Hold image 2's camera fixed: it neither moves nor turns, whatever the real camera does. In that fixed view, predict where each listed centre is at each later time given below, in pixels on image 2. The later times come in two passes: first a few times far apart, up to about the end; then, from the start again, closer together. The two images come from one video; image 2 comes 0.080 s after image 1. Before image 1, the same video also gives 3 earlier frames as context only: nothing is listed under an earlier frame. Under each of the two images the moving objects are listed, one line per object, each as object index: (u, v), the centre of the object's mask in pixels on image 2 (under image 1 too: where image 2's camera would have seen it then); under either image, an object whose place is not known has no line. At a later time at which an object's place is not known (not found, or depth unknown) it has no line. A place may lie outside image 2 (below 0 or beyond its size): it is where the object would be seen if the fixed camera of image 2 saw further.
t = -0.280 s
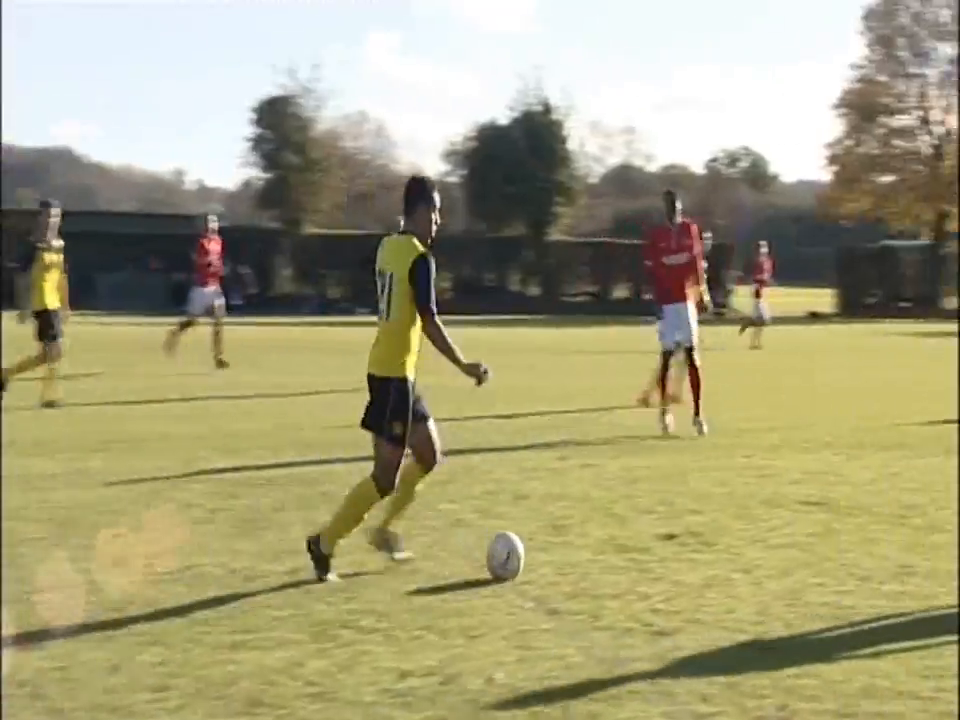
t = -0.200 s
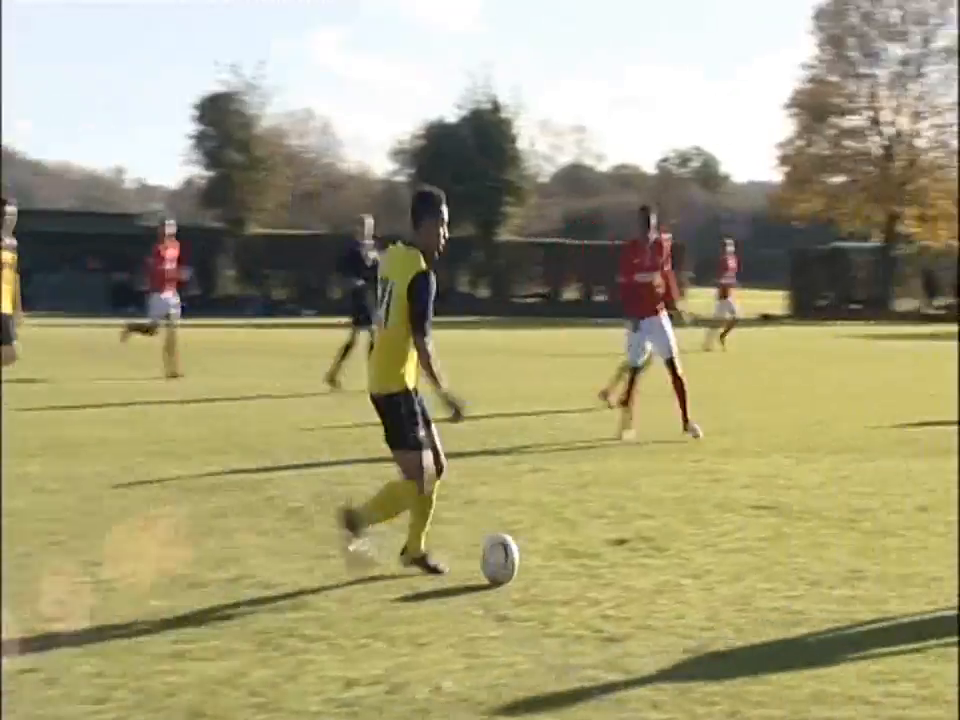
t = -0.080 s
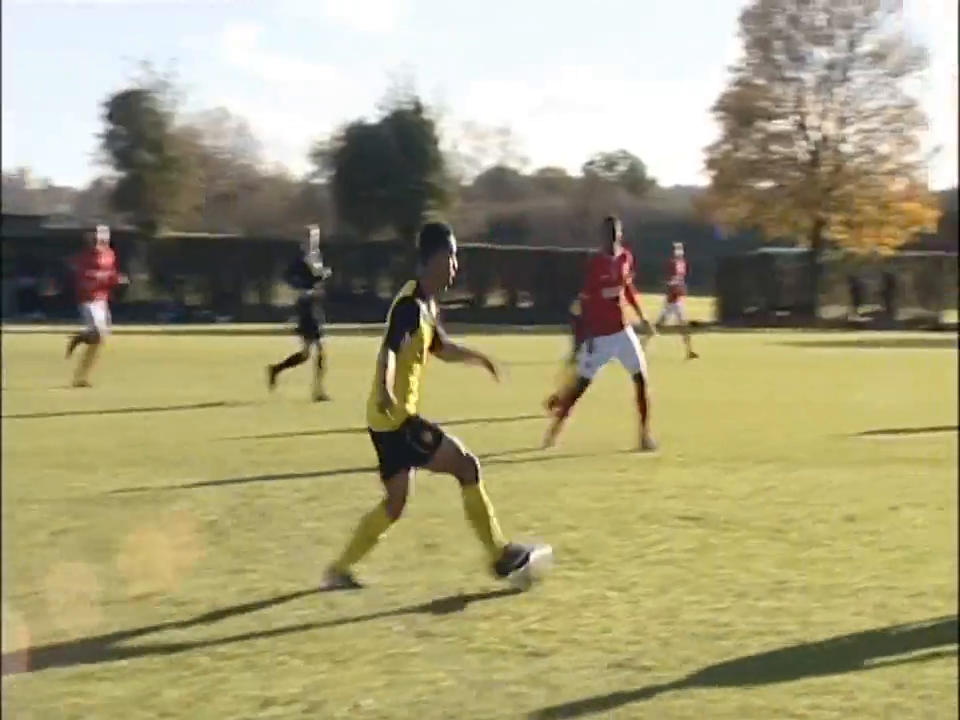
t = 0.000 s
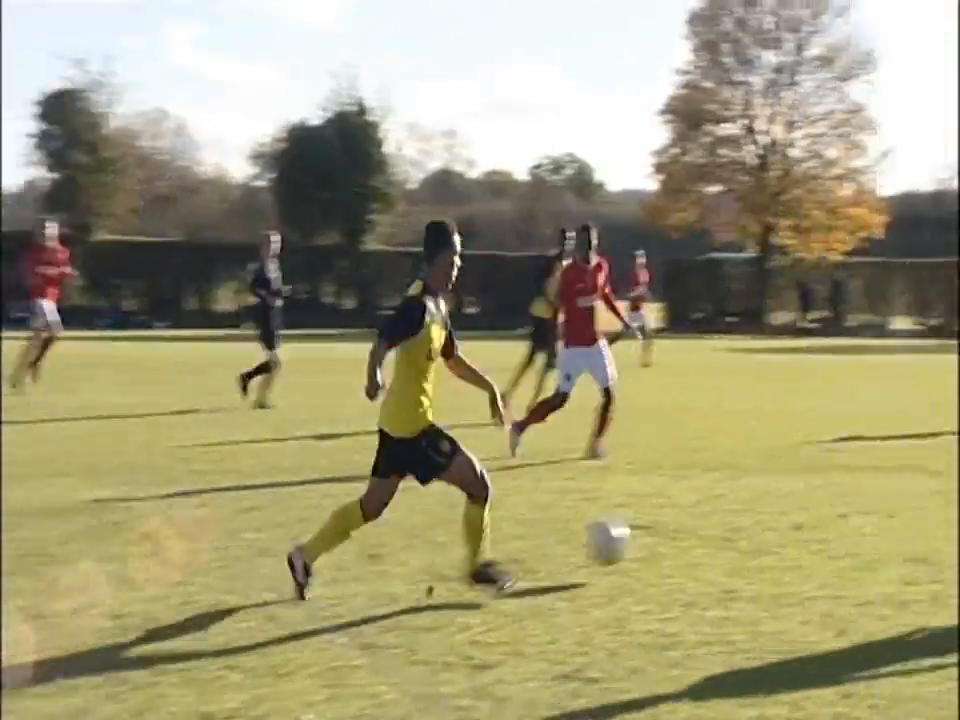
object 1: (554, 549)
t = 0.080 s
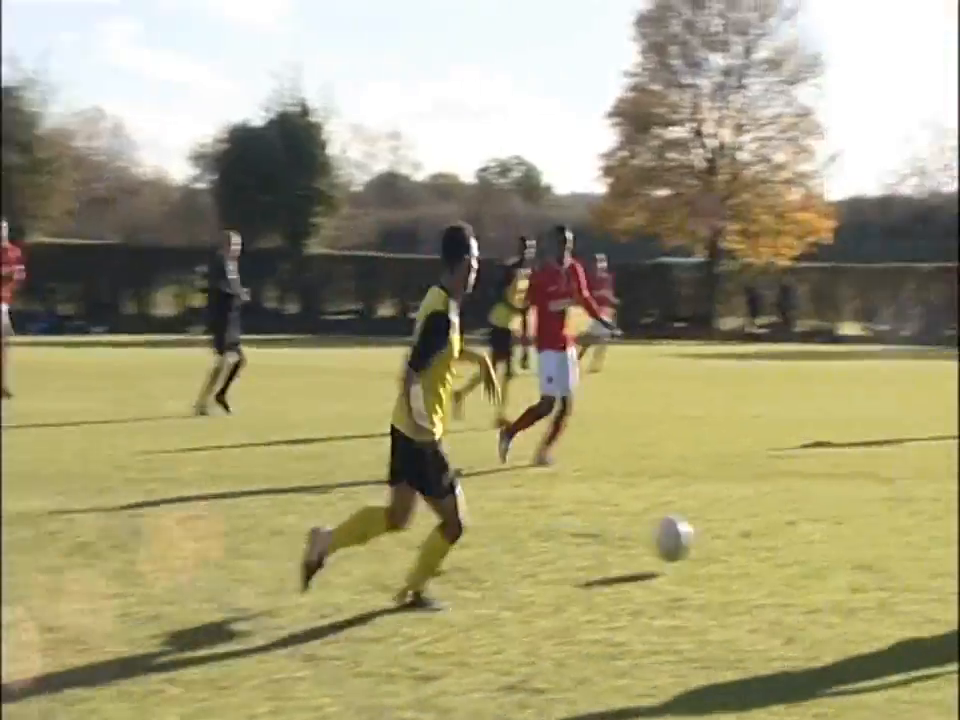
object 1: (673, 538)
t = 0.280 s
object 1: (889, 505)
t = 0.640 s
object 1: (1139, 490)
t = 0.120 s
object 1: (725, 542)
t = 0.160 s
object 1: (770, 534)
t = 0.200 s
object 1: (813, 519)
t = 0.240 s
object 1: (852, 510)
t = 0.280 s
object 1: (889, 505)
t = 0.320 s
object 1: (924, 504)
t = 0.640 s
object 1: (1139, 490)
